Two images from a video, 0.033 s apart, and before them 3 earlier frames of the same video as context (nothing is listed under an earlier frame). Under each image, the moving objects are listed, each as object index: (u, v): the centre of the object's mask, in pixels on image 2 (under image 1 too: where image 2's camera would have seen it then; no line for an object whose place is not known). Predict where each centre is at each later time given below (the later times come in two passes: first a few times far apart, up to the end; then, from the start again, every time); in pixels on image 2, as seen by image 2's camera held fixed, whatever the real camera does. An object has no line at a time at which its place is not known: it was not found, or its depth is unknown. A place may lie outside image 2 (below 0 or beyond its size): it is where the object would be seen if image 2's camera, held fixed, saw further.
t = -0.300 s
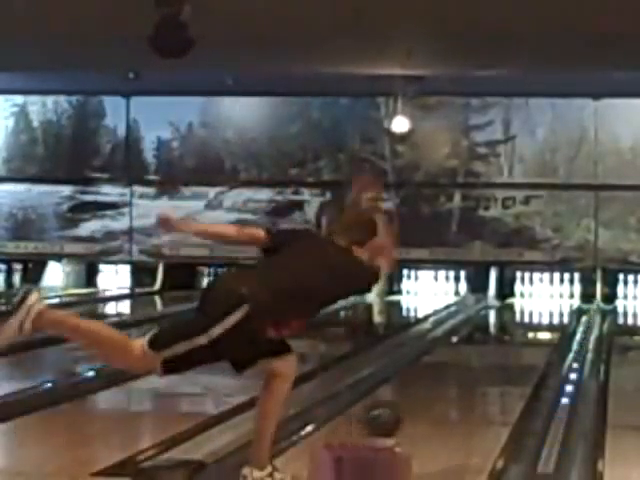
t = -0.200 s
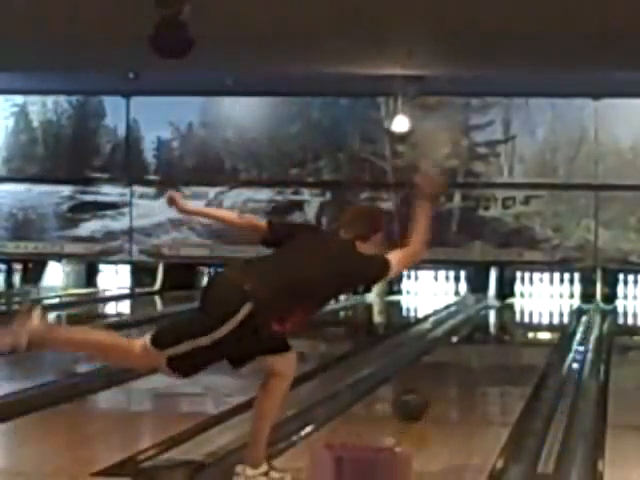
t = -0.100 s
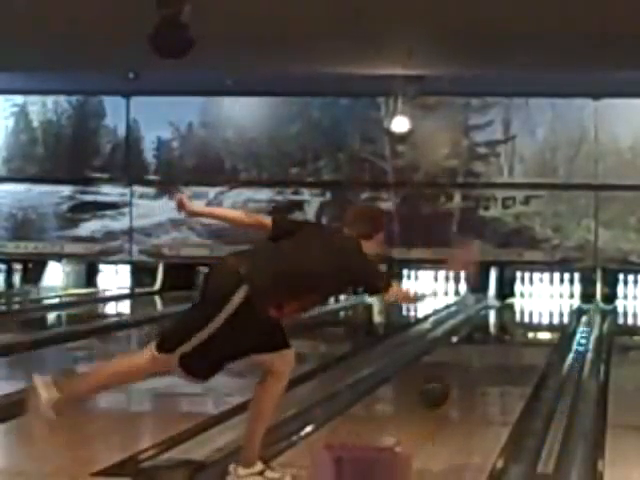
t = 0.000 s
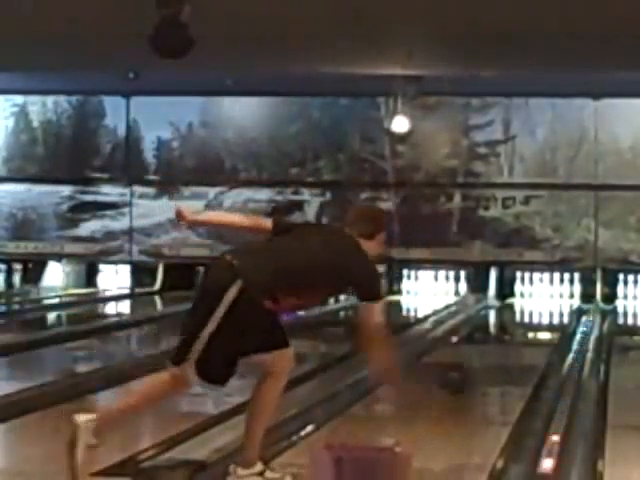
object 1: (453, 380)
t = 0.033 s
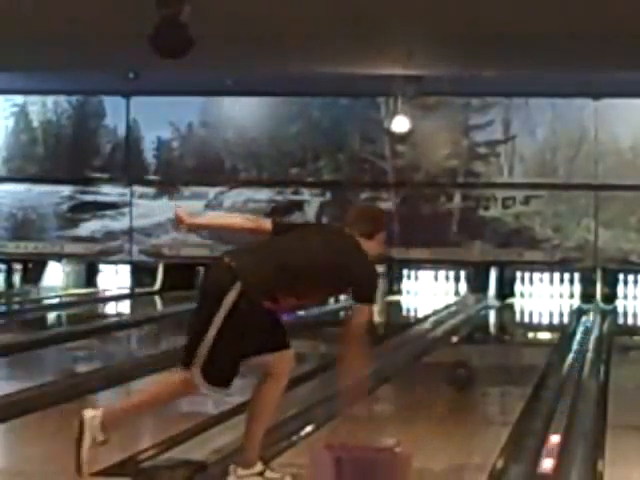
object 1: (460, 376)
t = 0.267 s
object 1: (494, 354)
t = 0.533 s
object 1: (520, 338)
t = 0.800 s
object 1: (538, 323)
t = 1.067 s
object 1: (548, 313)
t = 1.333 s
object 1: (553, 305)
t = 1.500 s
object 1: (552, 301)
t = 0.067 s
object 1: (466, 373)
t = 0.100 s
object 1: (471, 369)
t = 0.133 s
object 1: (476, 365)
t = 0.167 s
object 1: (481, 363)
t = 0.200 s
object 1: (485, 360)
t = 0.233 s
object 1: (490, 358)
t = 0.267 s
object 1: (494, 354)
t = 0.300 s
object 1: (498, 351)
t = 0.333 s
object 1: (502, 349)
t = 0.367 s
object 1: (505, 348)
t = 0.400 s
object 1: (508, 346)
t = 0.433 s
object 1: (512, 343)
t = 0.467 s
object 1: (515, 341)
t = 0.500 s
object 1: (518, 339)
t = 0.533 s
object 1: (520, 338)
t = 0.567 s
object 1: (522, 336)
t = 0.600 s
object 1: (525, 334)
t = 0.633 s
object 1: (528, 333)
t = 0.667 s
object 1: (530, 331)
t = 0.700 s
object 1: (532, 329)
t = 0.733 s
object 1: (533, 327)
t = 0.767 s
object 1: (536, 325)
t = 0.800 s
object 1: (538, 323)
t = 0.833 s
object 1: (540, 323)
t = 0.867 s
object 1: (540, 322)
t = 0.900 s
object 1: (542, 322)
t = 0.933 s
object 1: (544, 321)
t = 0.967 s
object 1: (545, 320)
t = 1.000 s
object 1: (546, 319)
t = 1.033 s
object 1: (547, 318)
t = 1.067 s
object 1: (548, 313)
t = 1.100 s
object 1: (549, 312)
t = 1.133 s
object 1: (550, 311)
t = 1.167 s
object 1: (551, 310)
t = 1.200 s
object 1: (552, 308)
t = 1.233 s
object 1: (552, 308)
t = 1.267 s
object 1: (553, 307)
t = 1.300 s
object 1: (553, 306)
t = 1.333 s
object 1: (553, 305)
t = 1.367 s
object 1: (553, 303)
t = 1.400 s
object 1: (553, 303)
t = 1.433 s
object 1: (553, 302)
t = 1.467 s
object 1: (552, 301)
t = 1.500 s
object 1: (552, 301)
